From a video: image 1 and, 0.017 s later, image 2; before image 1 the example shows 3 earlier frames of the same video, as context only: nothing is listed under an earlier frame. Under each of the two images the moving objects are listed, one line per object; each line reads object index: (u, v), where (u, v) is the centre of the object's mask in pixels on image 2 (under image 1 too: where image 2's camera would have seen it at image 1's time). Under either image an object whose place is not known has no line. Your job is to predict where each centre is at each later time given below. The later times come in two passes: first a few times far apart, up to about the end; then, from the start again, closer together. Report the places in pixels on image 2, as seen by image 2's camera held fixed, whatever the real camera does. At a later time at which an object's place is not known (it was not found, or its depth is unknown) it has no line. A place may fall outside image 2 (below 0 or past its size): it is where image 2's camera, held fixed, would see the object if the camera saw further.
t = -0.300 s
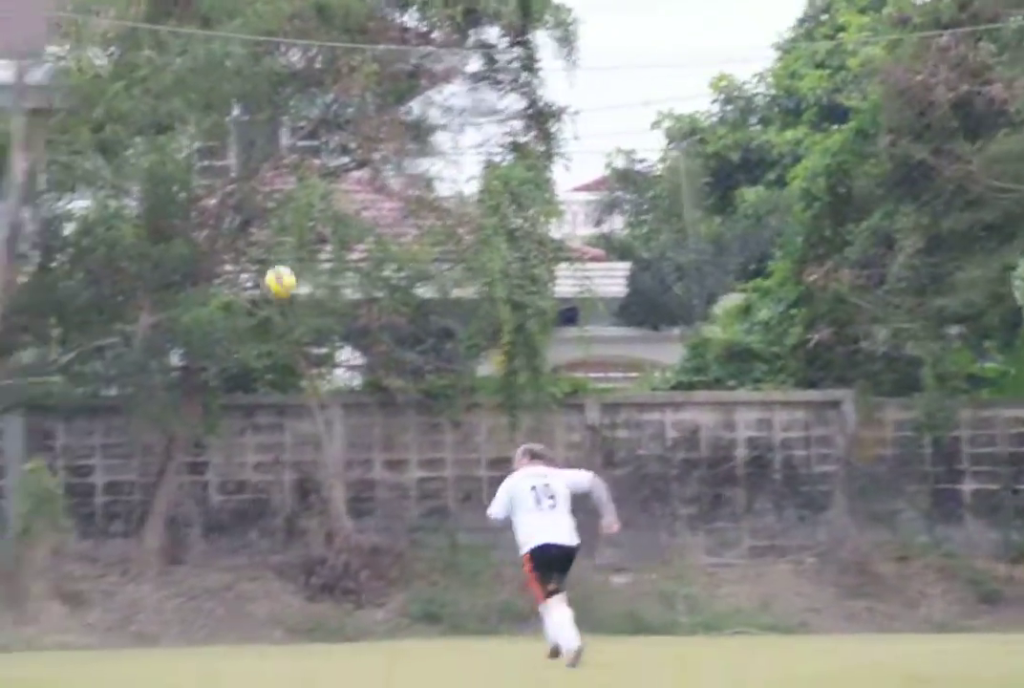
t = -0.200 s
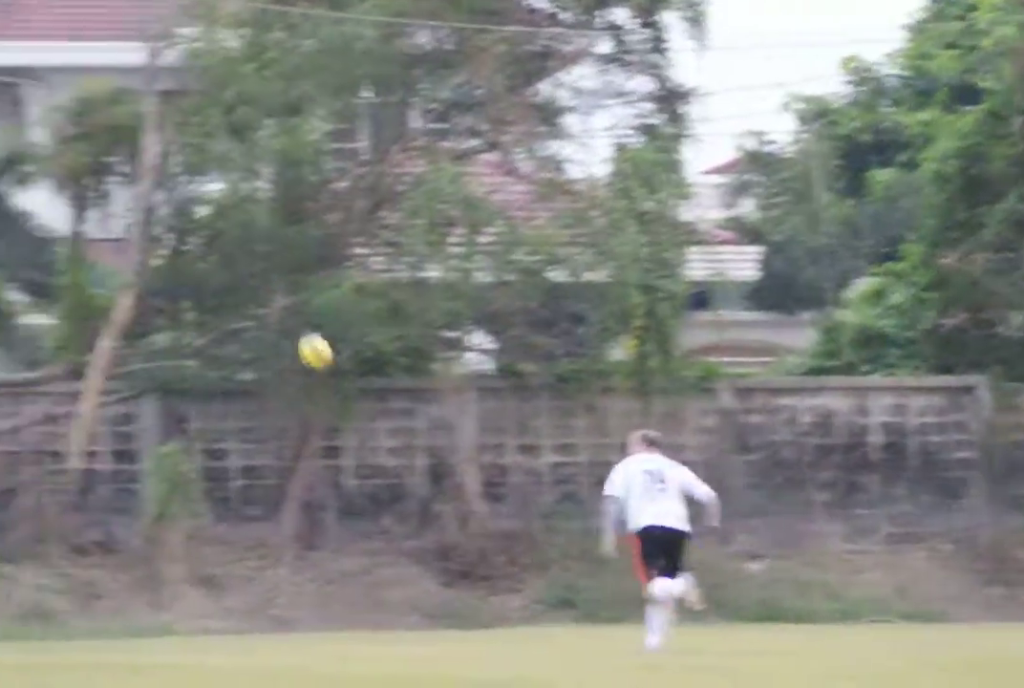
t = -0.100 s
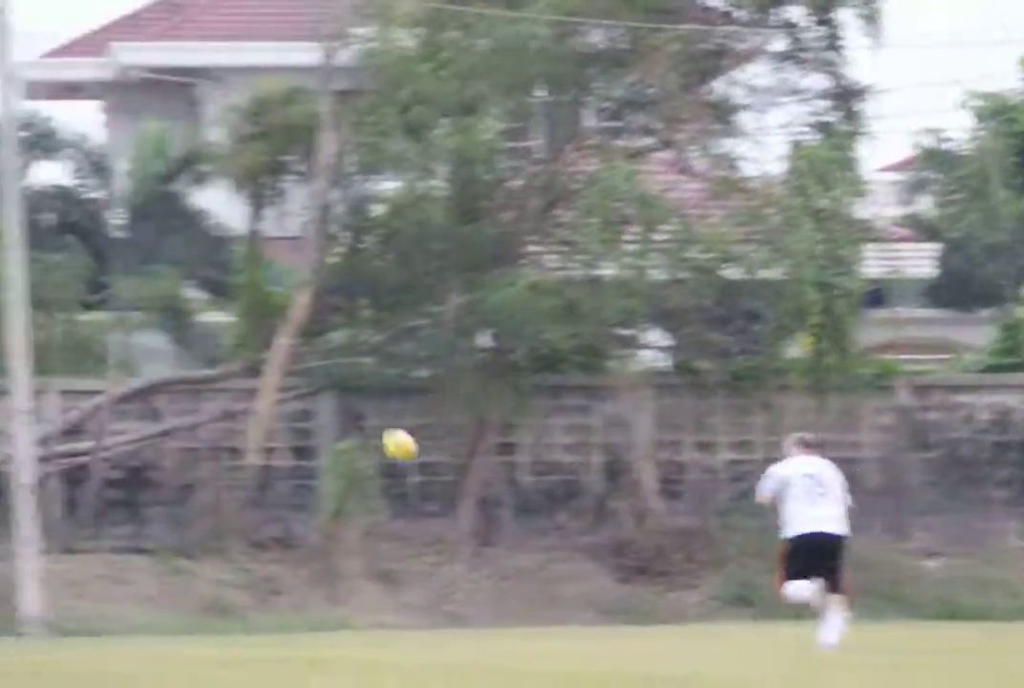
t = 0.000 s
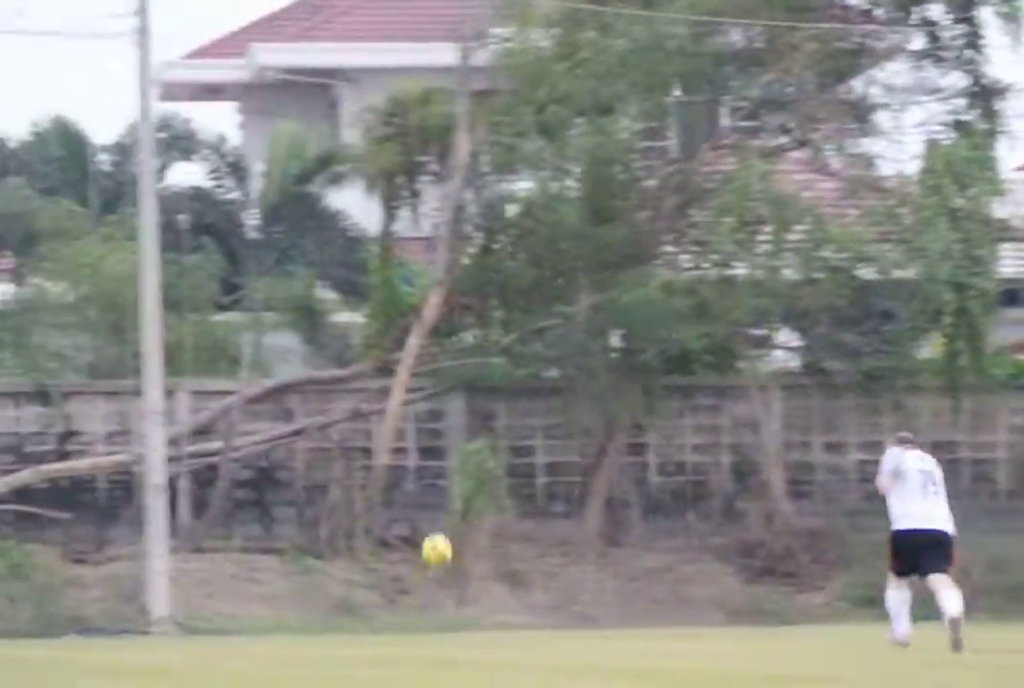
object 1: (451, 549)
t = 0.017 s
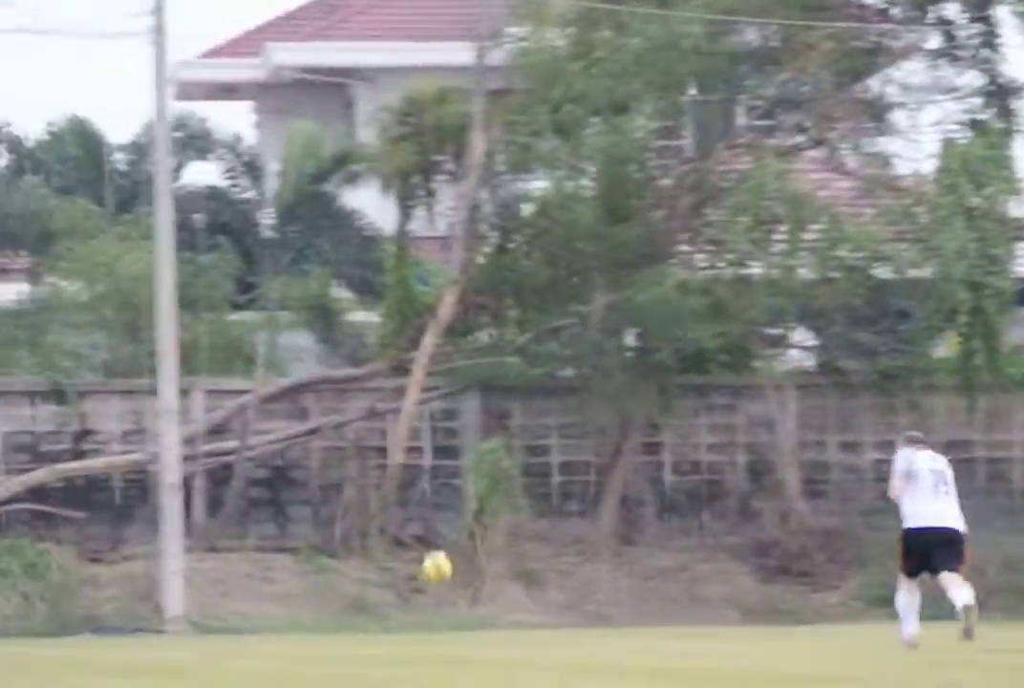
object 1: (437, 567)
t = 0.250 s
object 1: (284, 517)
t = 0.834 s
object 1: (-25, 385)
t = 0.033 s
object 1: (422, 585)
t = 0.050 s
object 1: (408, 602)
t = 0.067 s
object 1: (393, 620)
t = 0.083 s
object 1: (375, 638)
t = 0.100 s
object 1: (362, 630)
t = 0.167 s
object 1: (327, 572)
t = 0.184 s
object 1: (320, 562)
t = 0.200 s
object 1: (312, 552)
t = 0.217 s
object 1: (303, 541)
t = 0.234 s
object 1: (294, 529)
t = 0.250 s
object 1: (284, 517)
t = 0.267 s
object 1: (276, 507)
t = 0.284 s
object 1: (268, 498)
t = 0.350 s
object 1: (232, 463)
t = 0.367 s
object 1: (223, 455)
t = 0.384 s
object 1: (214, 448)
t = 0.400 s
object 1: (203, 440)
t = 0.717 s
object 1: (34, 374)
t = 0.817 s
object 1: (-19, 382)
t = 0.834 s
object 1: (-25, 385)
